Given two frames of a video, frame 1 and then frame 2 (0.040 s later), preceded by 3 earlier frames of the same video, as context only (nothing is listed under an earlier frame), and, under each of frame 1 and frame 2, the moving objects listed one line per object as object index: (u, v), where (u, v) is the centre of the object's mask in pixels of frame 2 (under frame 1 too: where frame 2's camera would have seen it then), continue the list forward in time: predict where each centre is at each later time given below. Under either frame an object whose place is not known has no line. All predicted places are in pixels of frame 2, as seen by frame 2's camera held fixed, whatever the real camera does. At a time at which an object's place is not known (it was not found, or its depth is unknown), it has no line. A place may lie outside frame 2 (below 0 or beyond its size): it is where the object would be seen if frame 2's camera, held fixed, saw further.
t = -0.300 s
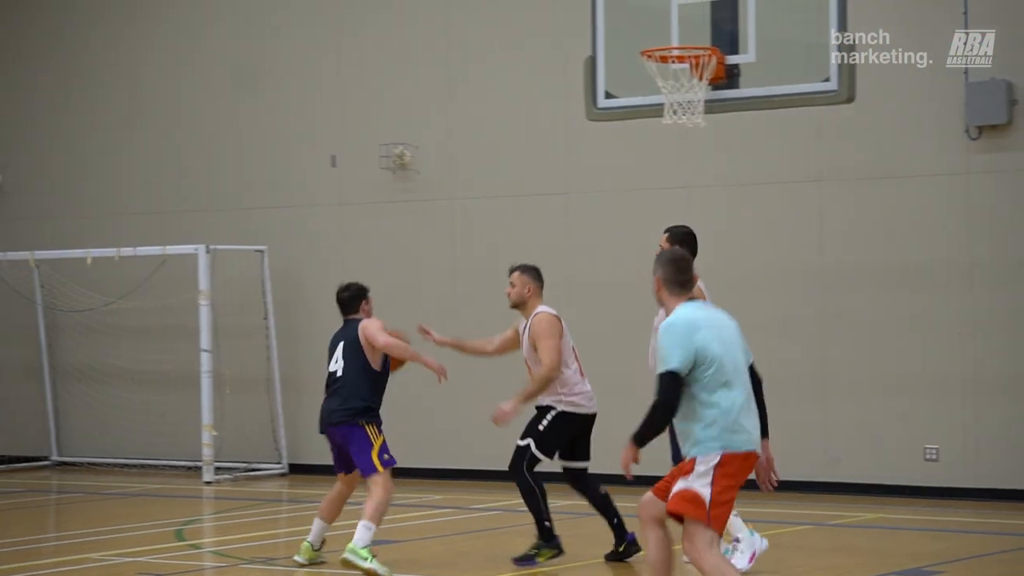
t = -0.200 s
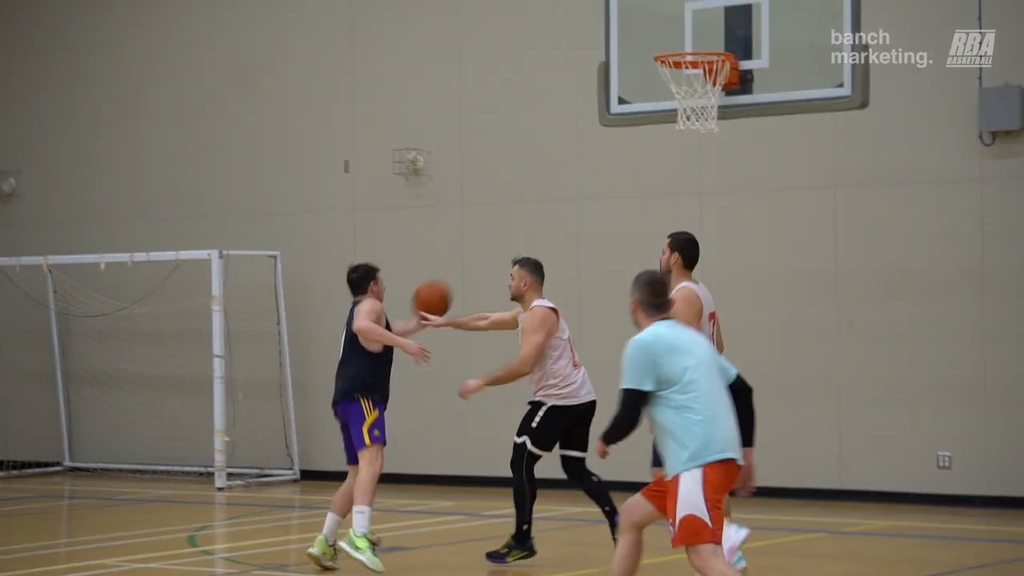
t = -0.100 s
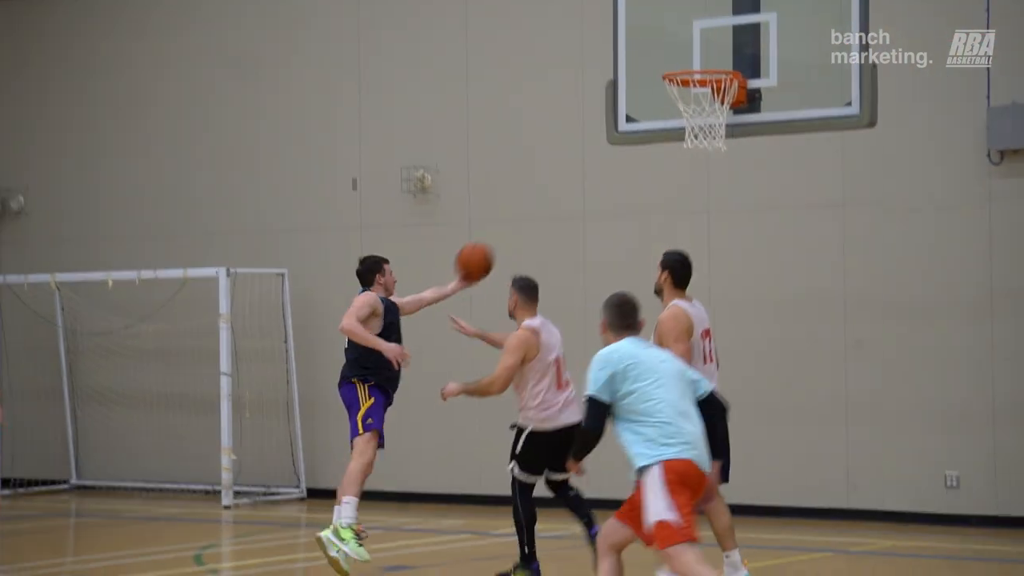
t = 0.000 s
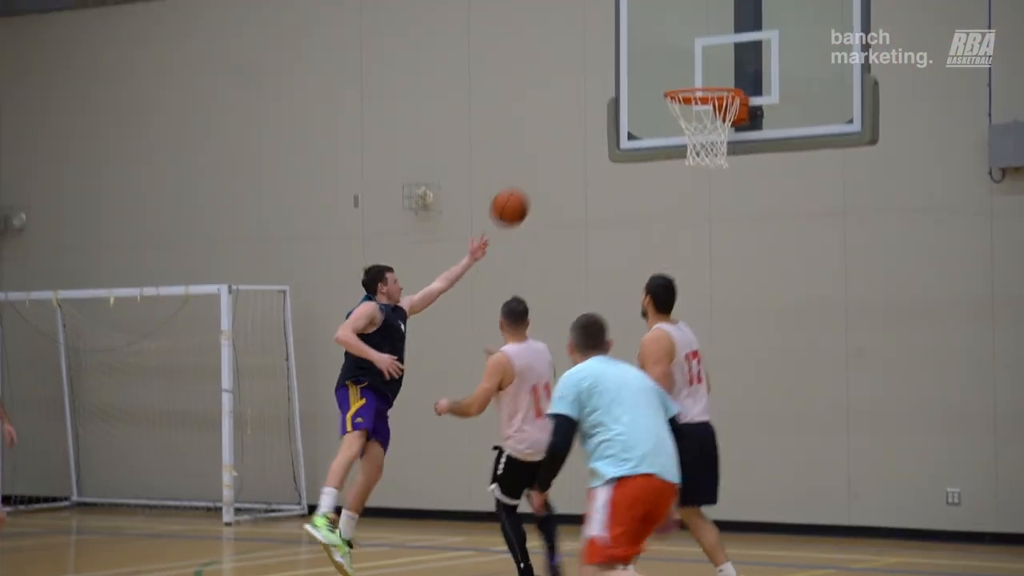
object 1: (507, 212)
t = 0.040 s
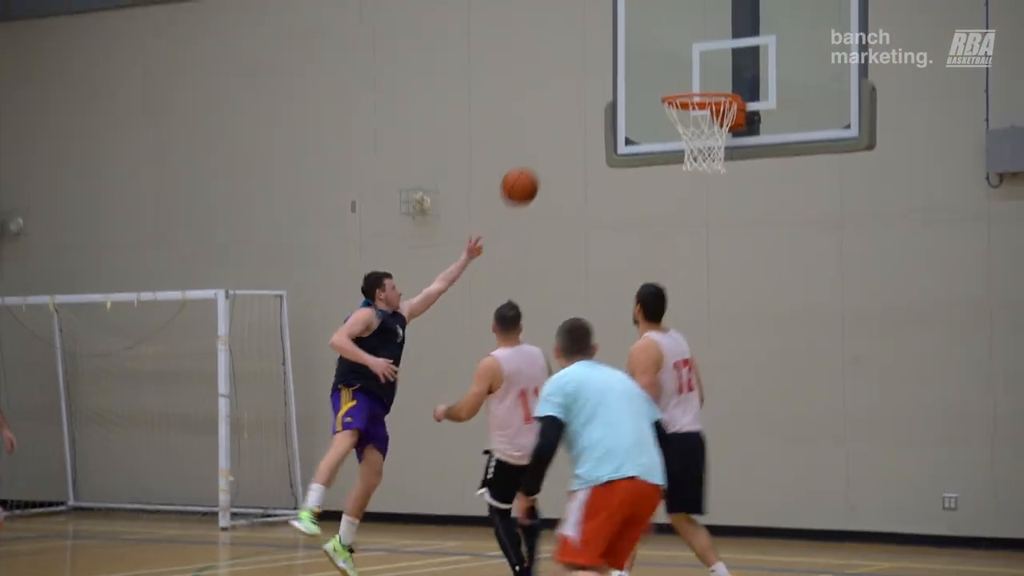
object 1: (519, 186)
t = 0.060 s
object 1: (526, 174)
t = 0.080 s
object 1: (533, 163)
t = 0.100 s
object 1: (539, 152)
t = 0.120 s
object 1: (546, 142)
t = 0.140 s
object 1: (552, 132)
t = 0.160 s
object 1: (559, 124)
